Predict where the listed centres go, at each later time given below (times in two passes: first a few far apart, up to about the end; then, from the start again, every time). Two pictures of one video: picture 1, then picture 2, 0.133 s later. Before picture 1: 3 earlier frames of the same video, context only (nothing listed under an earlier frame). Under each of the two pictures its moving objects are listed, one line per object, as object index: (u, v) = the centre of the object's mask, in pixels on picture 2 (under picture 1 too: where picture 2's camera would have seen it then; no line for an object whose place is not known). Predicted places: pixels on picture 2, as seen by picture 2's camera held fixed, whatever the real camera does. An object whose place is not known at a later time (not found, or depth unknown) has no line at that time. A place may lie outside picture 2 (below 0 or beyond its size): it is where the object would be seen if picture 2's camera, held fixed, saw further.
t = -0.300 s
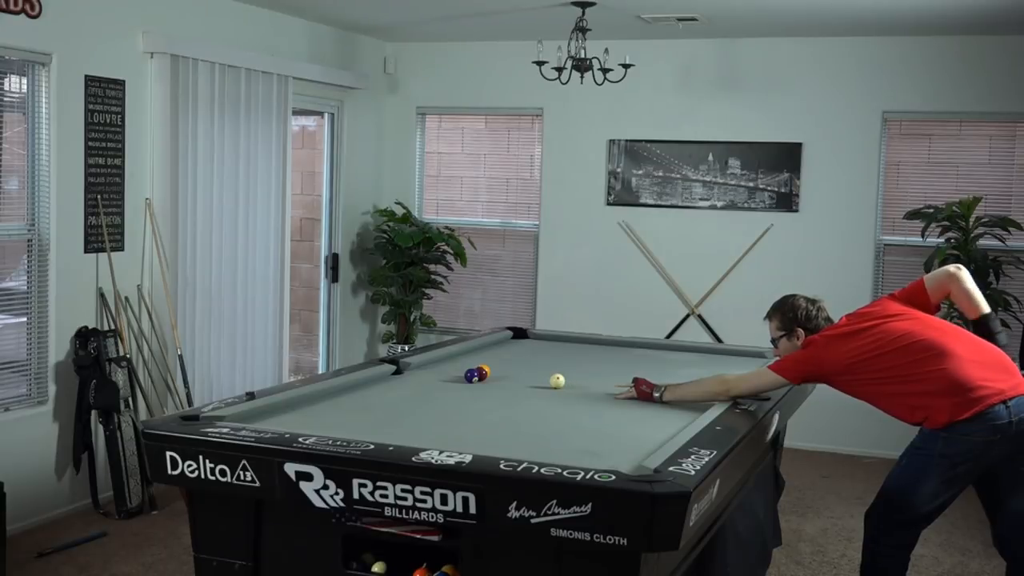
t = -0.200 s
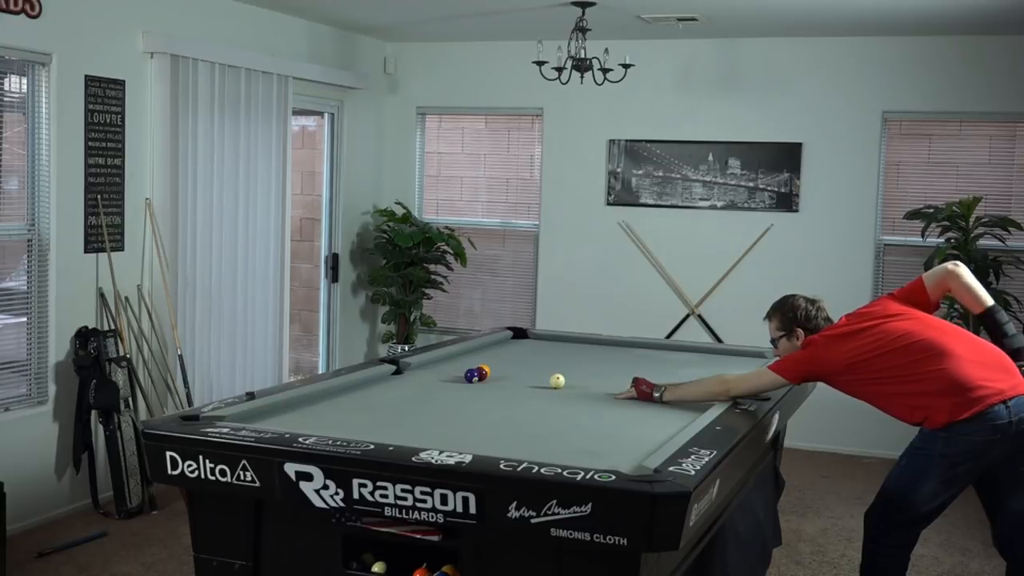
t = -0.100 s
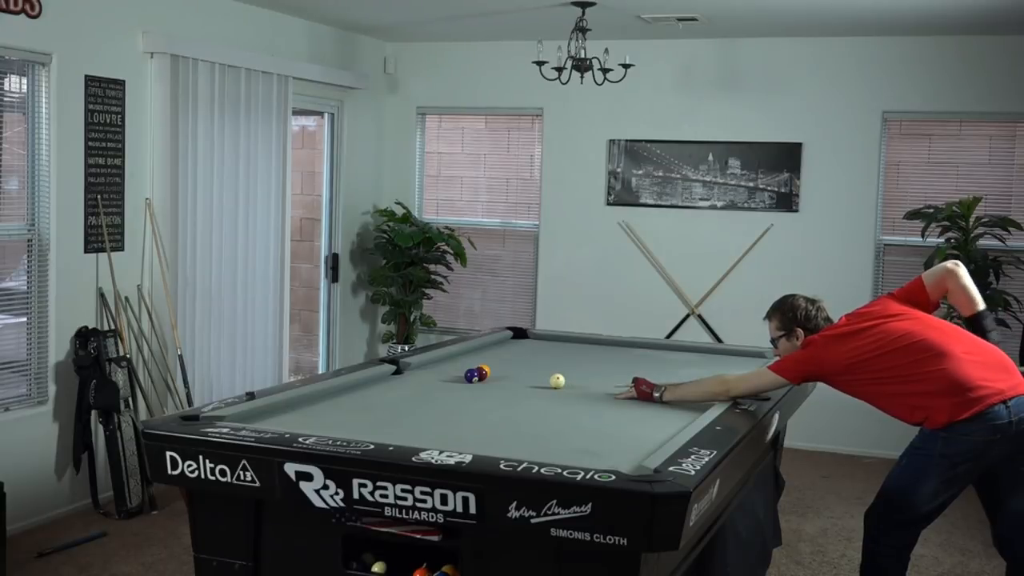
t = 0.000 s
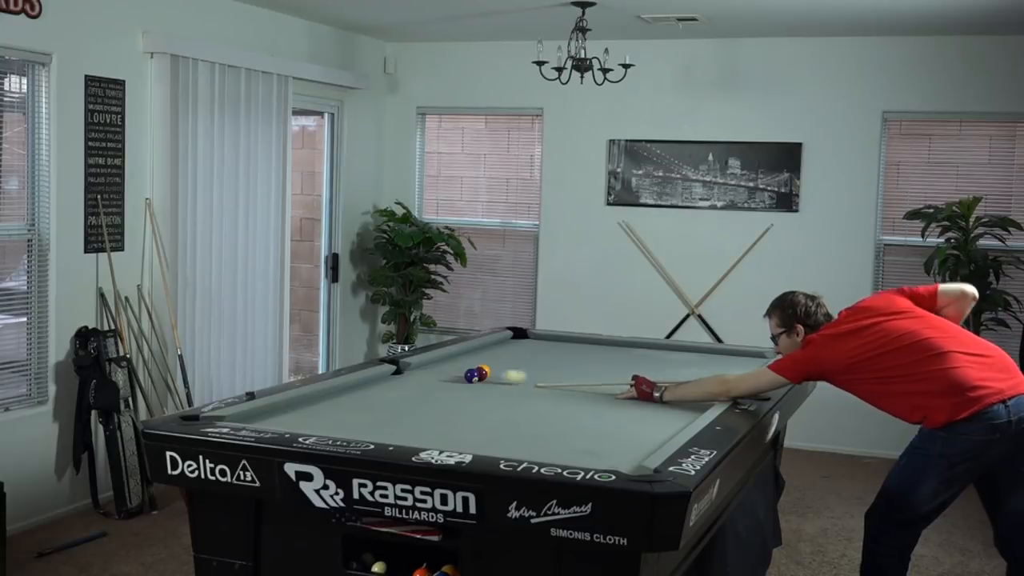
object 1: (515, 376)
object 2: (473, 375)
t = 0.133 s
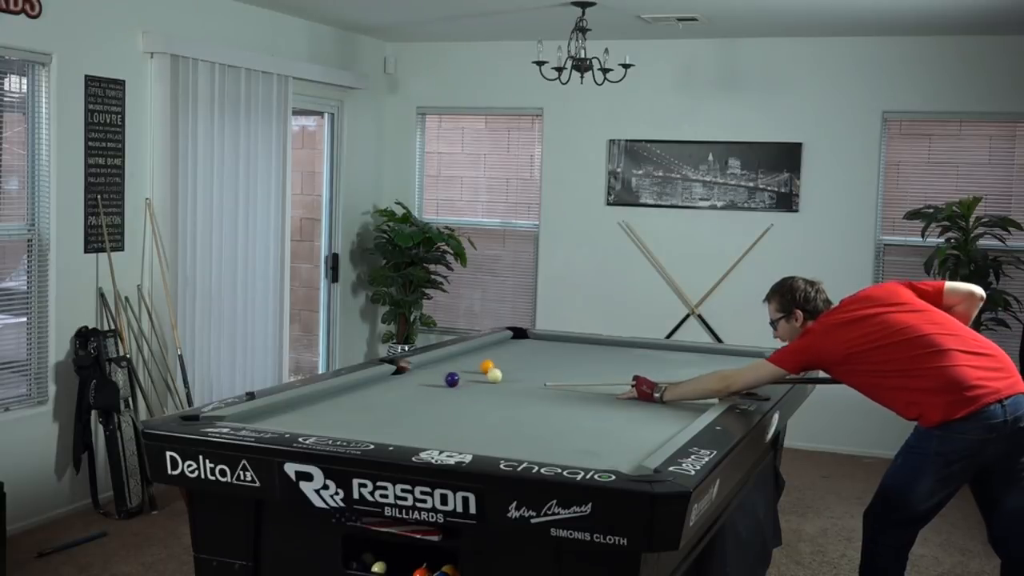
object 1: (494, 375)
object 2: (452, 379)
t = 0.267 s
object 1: (504, 377)
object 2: (432, 383)
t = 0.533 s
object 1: (552, 382)
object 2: (393, 390)
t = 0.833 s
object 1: (626, 389)
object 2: (345, 401)
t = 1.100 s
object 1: (693, 396)
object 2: (300, 409)
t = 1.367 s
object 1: (708, 397)
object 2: (252, 417)
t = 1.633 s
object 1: (696, 394)
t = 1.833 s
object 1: (688, 393)
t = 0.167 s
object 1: (496, 375)
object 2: (447, 380)
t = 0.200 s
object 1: (498, 376)
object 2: (442, 381)
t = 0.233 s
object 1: (501, 376)
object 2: (437, 382)
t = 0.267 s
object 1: (504, 377)
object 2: (432, 383)
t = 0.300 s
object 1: (508, 377)
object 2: (428, 384)
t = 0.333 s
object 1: (512, 378)
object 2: (423, 385)
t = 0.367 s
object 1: (517, 378)
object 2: (418, 386)
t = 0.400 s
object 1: (523, 379)
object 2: (413, 387)
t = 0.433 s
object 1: (529, 379)
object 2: (408, 388)
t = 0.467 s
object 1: (536, 380)
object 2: (403, 389)
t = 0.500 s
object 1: (544, 381)
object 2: (398, 390)
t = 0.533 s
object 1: (552, 382)
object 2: (393, 390)
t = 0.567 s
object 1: (560, 383)
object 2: (388, 392)
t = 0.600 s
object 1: (569, 383)
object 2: (383, 393)
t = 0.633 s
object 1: (577, 384)
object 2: (378, 394)
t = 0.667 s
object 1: (585, 385)
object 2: (372, 395)
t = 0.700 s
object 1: (593, 386)
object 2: (367, 396)
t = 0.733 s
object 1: (602, 386)
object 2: (362, 397)
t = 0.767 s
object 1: (610, 387)
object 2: (356, 398)
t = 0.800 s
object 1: (618, 388)
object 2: (351, 400)
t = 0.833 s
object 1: (626, 389)
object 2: (345, 401)
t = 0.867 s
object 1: (635, 390)
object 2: (340, 402)
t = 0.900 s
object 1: (643, 391)
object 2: (334, 403)
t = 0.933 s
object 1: (652, 392)
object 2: (329, 404)
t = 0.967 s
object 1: (659, 393)
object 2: (323, 405)
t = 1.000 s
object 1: (668, 393)
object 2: (317, 406)
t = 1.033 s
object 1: (676, 395)
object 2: (312, 407)
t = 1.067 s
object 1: (685, 395)
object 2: (306, 408)
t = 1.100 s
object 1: (693, 396)
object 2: (300, 409)
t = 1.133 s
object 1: (702, 397)
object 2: (294, 411)
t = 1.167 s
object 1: (710, 398)
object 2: (288, 412)
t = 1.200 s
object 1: (717, 397)
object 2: (282, 413)
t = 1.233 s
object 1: (715, 397)
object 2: (276, 414)
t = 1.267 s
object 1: (713, 397)
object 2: (271, 415)
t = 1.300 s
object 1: (711, 398)
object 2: (265, 417)
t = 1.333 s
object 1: (710, 397)
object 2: (258, 417)
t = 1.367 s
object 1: (708, 397)
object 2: (252, 417)
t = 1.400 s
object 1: (707, 397)
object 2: (245, 417)
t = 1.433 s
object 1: (705, 396)
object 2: (240, 418)
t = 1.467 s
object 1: (703, 396)
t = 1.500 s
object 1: (702, 395)
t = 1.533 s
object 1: (700, 395)
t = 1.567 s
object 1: (699, 395)
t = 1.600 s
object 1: (697, 394)
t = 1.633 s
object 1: (696, 394)
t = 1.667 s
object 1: (694, 394)
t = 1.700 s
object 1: (693, 394)
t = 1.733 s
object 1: (692, 393)
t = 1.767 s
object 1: (691, 393)
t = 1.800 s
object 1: (689, 393)
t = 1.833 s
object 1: (688, 393)
